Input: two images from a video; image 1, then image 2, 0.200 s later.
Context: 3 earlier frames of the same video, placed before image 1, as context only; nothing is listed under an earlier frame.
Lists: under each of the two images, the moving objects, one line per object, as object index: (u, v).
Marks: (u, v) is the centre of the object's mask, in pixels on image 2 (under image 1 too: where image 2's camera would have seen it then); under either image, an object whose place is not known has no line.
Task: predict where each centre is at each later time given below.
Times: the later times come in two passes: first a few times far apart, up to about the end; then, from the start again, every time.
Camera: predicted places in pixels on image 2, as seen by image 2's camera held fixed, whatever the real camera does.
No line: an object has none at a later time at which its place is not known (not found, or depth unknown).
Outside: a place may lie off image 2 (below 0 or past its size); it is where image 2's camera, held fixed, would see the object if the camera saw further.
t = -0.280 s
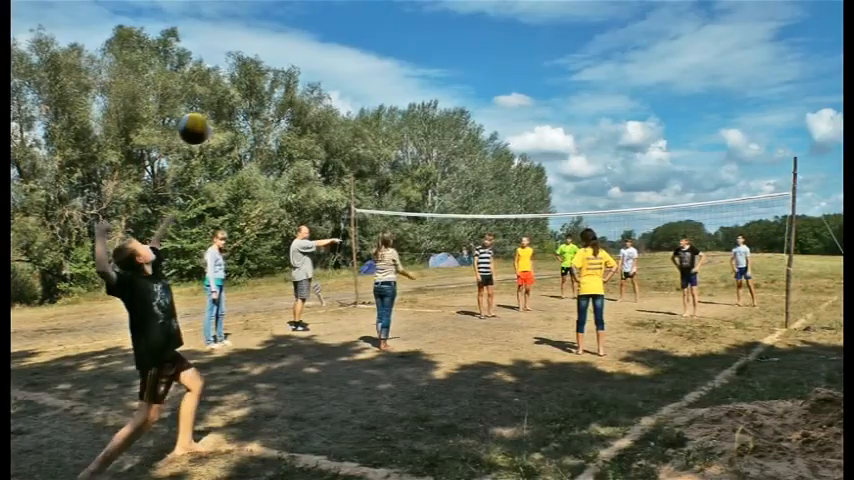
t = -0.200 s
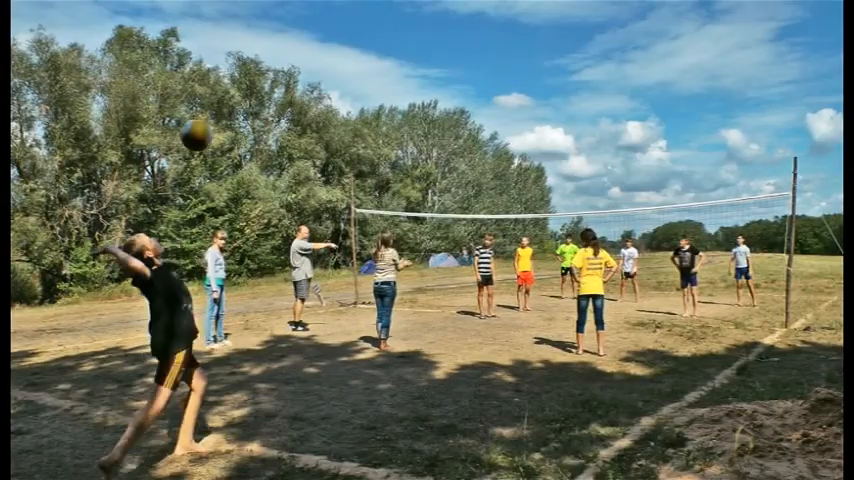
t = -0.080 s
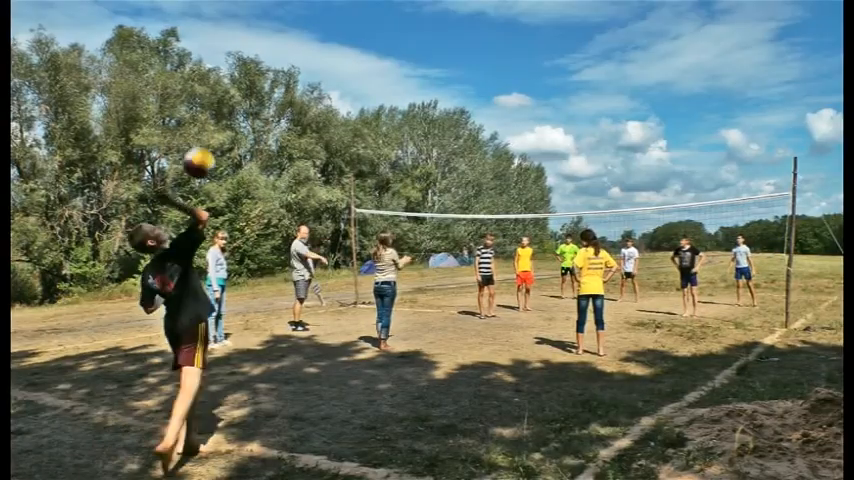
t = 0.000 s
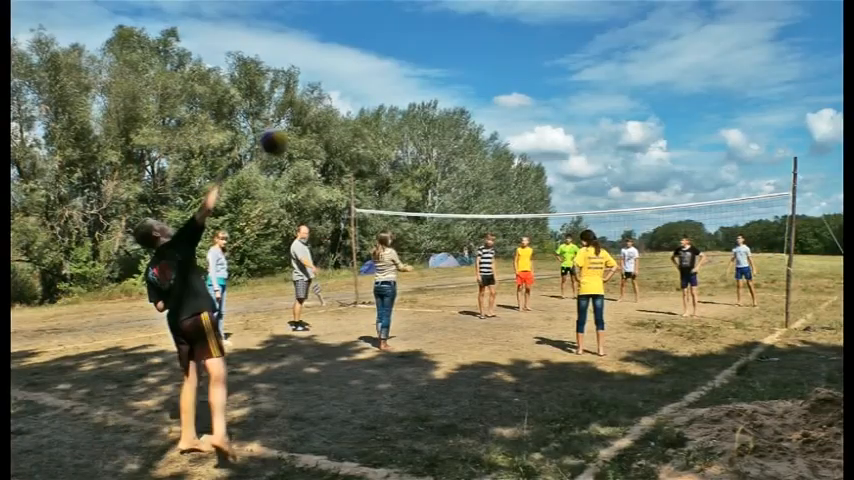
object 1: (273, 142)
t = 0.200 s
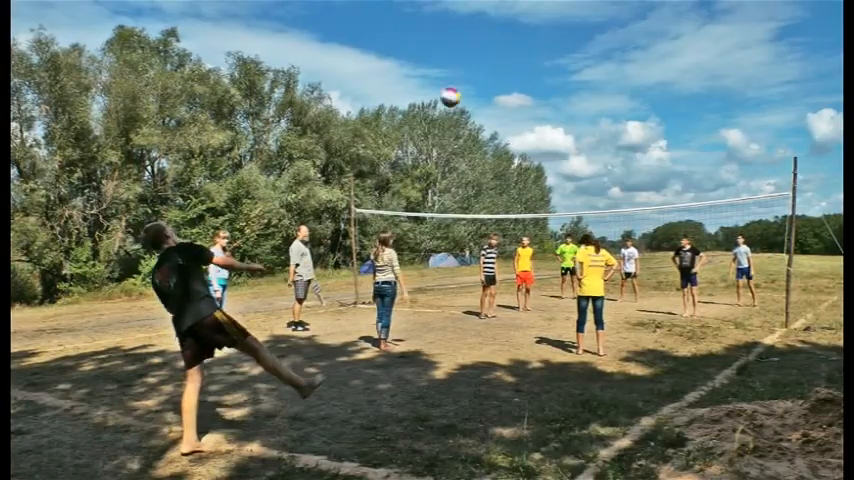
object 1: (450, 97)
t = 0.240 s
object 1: (473, 95)
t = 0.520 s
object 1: (591, 117)
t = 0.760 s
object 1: (653, 164)
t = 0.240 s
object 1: (473, 95)
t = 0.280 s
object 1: (495, 95)
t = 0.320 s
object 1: (514, 97)
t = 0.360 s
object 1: (532, 99)
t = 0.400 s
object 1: (549, 102)
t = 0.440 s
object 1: (564, 107)
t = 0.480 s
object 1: (578, 111)
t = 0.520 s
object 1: (591, 117)
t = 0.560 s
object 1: (603, 124)
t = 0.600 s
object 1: (614, 131)
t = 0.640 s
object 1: (625, 138)
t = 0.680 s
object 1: (635, 147)
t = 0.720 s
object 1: (644, 155)
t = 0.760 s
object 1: (653, 164)
